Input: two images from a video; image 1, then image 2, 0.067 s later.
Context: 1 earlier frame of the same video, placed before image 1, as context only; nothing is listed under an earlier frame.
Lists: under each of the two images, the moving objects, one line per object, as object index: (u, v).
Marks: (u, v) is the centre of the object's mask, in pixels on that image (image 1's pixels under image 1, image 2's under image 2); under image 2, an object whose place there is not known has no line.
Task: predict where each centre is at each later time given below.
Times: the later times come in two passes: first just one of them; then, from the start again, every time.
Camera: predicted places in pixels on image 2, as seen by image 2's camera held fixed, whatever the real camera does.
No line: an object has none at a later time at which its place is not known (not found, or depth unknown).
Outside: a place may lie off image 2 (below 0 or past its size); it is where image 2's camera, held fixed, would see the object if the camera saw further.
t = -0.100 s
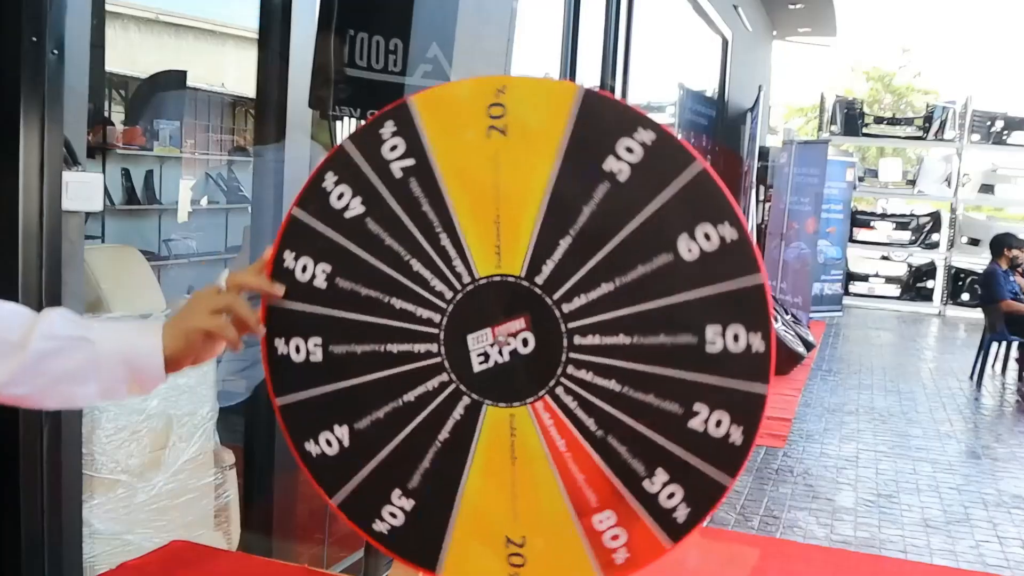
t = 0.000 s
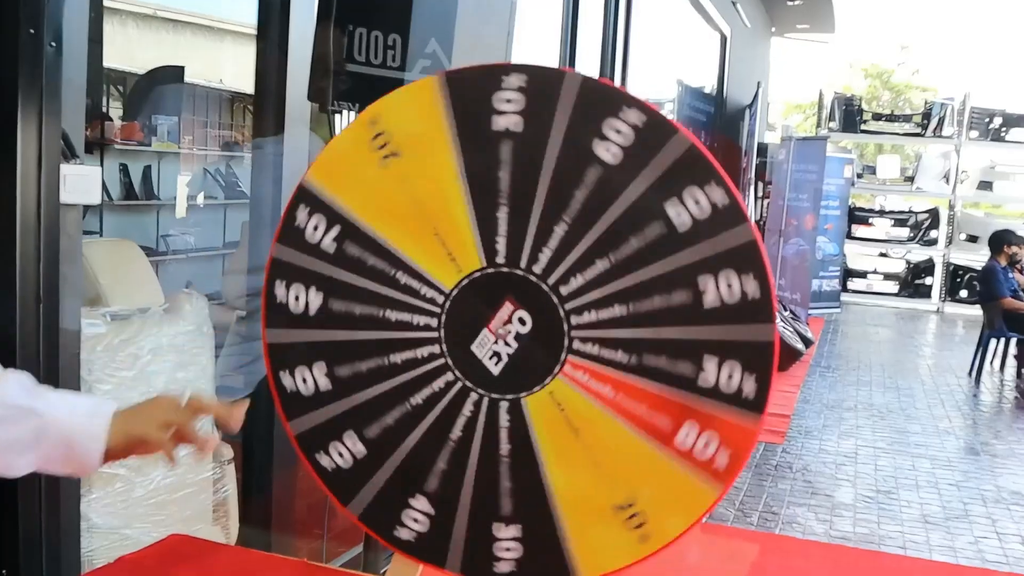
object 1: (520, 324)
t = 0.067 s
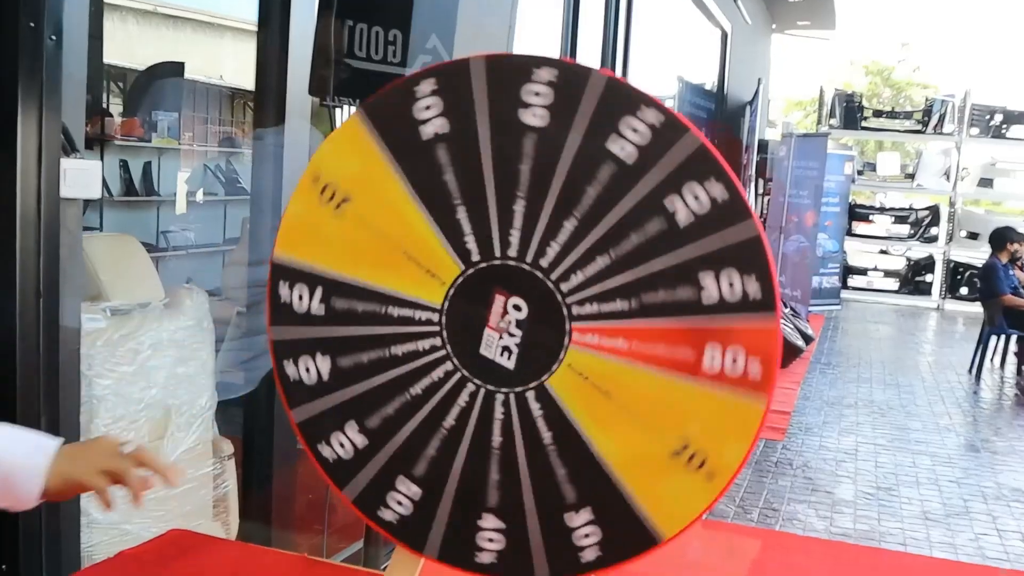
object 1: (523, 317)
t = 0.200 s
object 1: (524, 317)
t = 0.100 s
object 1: (523, 319)
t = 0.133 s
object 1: (524, 319)
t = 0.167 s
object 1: (524, 319)
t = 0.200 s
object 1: (524, 317)
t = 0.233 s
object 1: (523, 315)
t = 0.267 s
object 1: (522, 317)
